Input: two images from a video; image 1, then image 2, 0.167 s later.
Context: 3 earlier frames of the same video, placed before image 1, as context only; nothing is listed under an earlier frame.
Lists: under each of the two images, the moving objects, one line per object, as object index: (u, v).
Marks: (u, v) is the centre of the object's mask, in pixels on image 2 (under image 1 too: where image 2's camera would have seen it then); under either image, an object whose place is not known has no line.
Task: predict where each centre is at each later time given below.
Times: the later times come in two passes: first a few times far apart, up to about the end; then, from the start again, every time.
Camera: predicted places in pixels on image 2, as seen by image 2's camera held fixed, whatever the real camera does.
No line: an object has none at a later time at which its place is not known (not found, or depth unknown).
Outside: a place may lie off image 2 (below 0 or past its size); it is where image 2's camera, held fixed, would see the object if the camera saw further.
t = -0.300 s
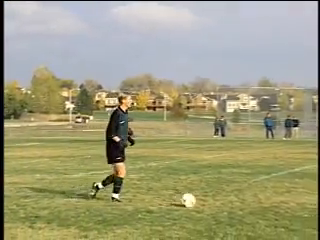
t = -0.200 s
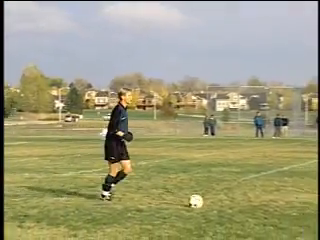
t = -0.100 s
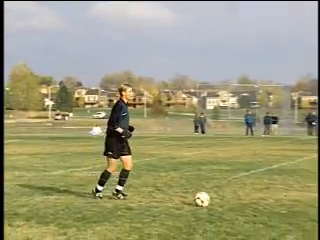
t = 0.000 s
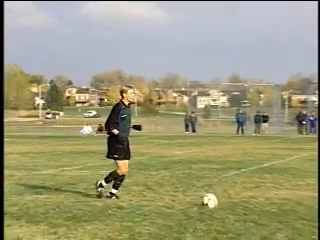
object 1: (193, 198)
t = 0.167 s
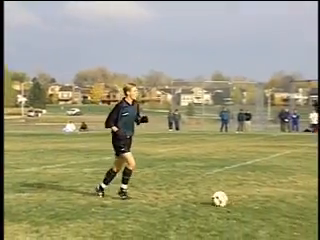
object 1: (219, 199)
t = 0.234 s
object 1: (231, 200)
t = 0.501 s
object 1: (272, 203)
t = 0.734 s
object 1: (305, 204)
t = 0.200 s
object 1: (225, 200)
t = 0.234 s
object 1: (231, 200)
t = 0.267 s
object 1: (236, 201)
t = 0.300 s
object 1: (241, 200)
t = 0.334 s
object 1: (246, 200)
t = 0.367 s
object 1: (251, 201)
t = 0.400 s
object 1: (256, 202)
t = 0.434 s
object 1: (261, 202)
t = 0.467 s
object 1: (267, 203)
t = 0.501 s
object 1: (272, 203)
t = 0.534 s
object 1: (277, 203)
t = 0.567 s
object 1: (281, 202)
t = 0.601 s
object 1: (286, 203)
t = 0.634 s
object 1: (291, 203)
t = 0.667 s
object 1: (296, 204)
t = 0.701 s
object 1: (300, 204)
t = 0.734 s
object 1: (305, 204)
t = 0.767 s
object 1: (310, 205)
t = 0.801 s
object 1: (314, 205)
